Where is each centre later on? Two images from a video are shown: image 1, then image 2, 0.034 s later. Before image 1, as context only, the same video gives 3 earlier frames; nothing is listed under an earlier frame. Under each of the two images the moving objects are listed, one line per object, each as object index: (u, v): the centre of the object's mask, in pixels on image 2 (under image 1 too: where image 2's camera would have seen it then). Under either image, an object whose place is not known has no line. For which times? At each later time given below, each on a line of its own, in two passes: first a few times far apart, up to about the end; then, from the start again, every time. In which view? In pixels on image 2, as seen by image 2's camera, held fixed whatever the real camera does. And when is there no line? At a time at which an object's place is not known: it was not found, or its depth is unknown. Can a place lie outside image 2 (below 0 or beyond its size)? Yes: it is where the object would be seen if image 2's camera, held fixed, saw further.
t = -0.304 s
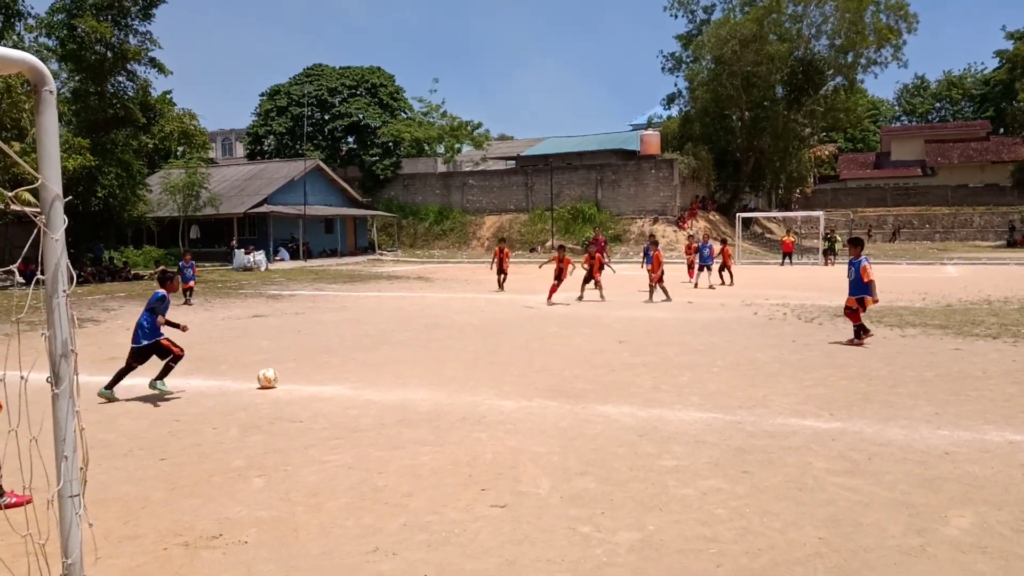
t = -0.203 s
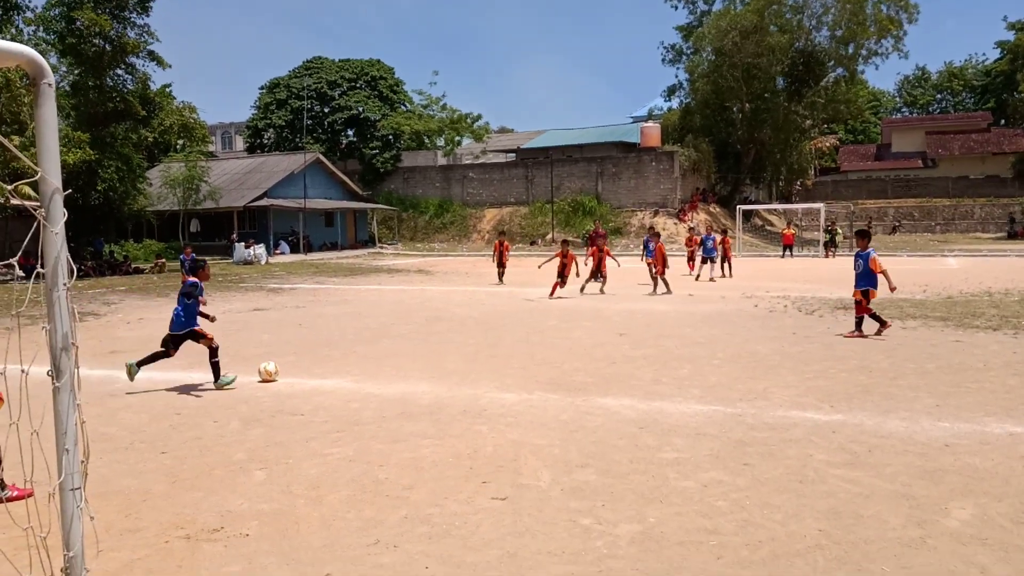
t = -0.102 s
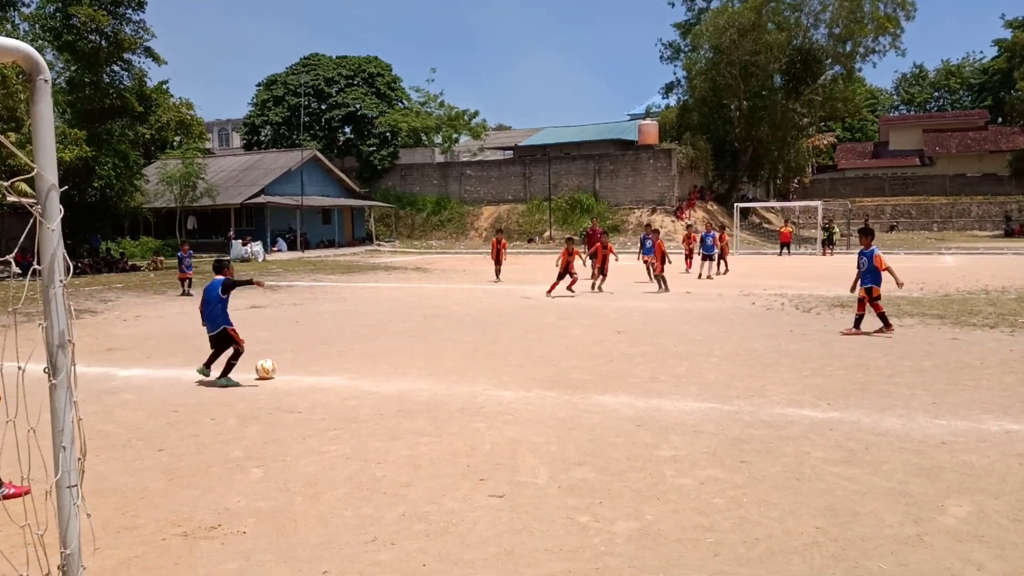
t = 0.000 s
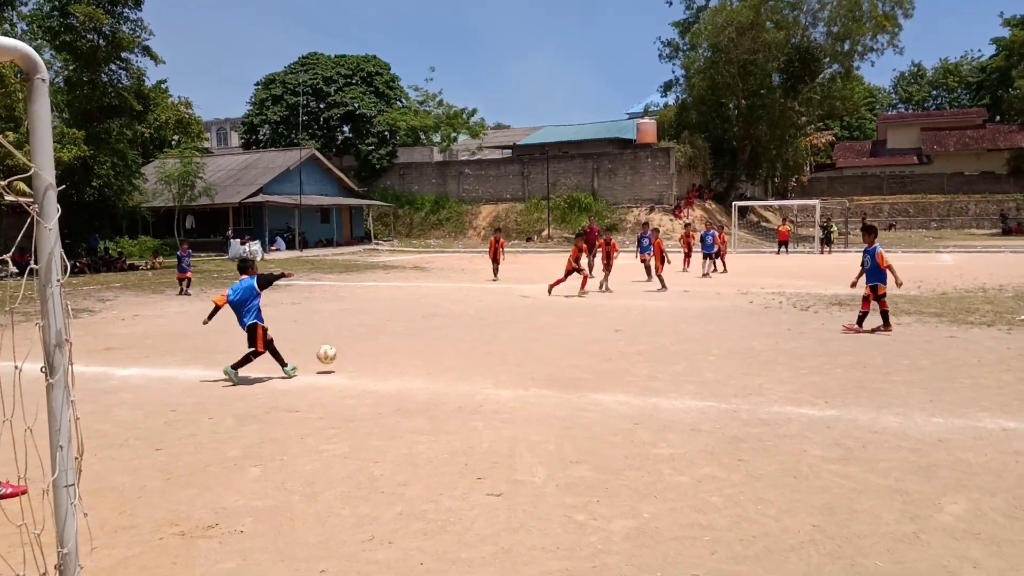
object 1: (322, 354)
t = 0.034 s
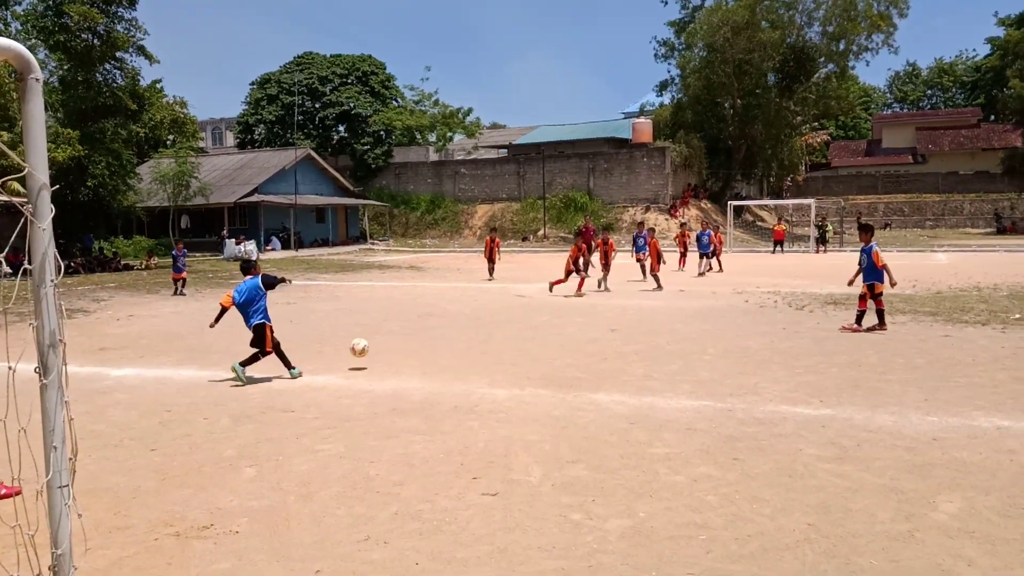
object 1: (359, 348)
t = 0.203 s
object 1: (527, 331)
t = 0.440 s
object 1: (714, 328)
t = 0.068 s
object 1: (395, 342)
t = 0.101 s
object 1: (429, 338)
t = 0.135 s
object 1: (463, 335)
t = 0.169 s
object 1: (495, 332)
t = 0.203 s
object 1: (527, 331)
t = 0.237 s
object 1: (557, 331)
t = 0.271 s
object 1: (587, 332)
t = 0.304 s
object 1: (616, 334)
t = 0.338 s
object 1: (645, 337)
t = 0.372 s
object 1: (670, 336)
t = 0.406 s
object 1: (692, 331)
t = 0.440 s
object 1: (714, 328)
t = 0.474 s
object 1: (735, 325)
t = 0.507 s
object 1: (756, 324)
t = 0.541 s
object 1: (777, 323)
